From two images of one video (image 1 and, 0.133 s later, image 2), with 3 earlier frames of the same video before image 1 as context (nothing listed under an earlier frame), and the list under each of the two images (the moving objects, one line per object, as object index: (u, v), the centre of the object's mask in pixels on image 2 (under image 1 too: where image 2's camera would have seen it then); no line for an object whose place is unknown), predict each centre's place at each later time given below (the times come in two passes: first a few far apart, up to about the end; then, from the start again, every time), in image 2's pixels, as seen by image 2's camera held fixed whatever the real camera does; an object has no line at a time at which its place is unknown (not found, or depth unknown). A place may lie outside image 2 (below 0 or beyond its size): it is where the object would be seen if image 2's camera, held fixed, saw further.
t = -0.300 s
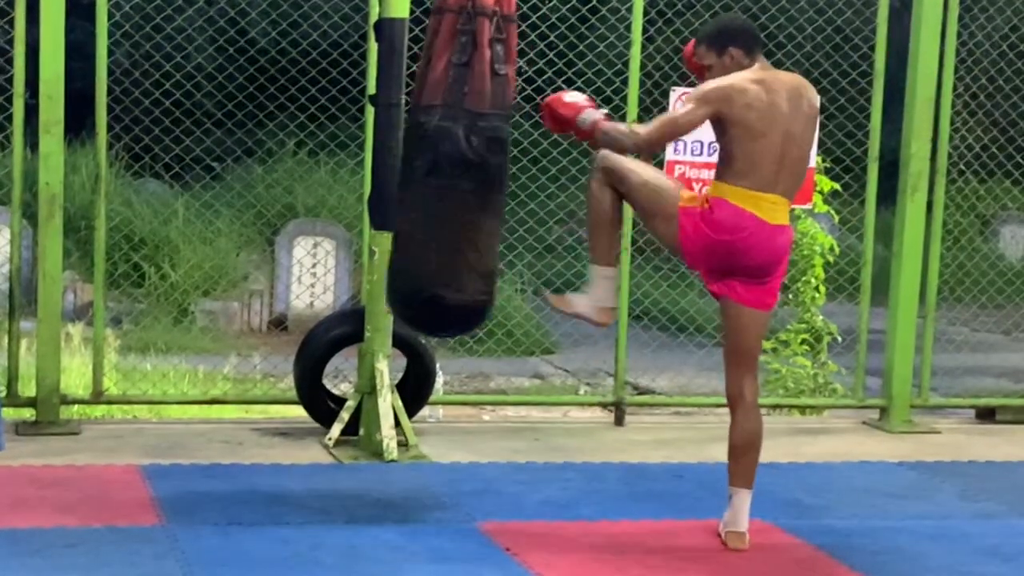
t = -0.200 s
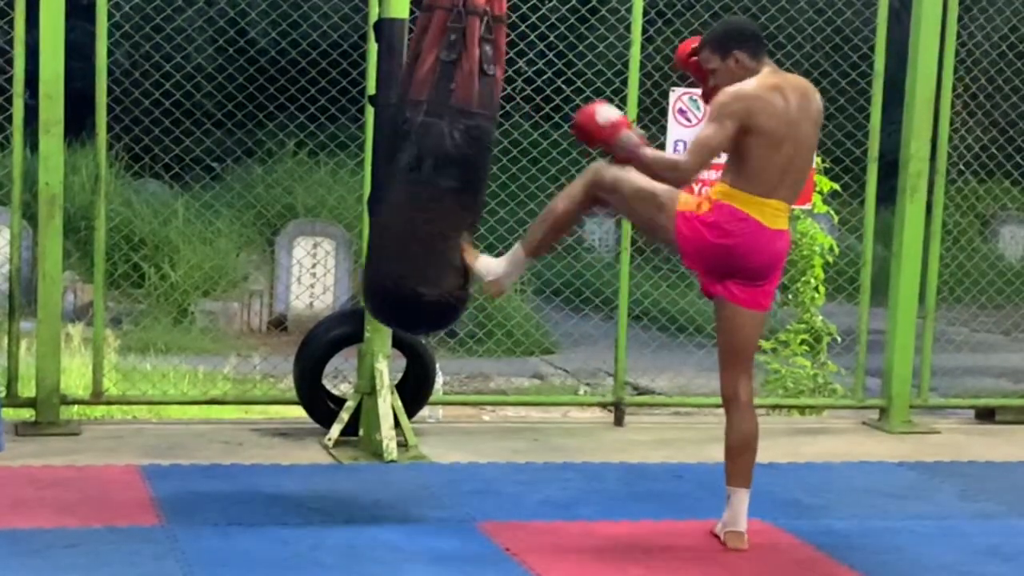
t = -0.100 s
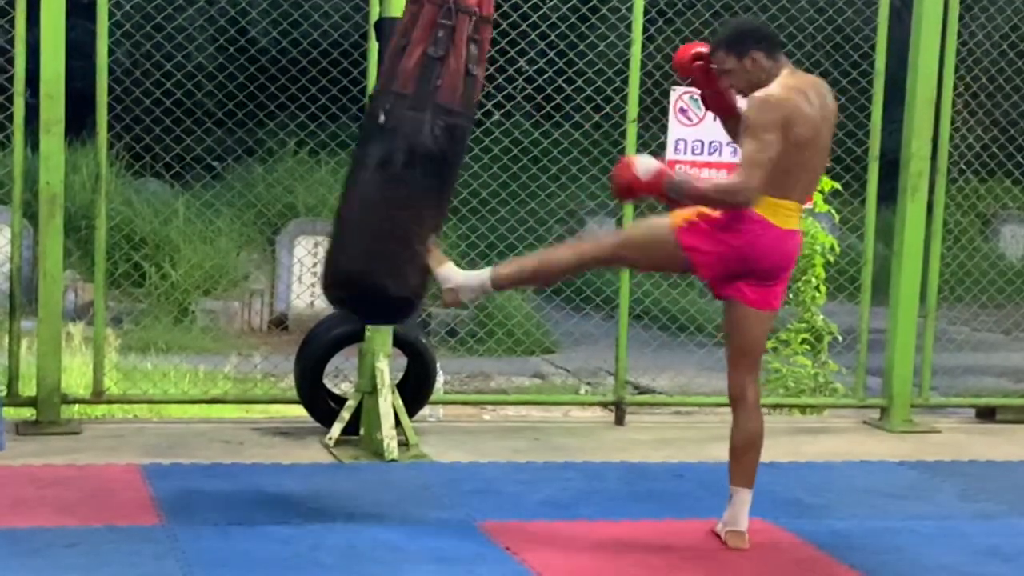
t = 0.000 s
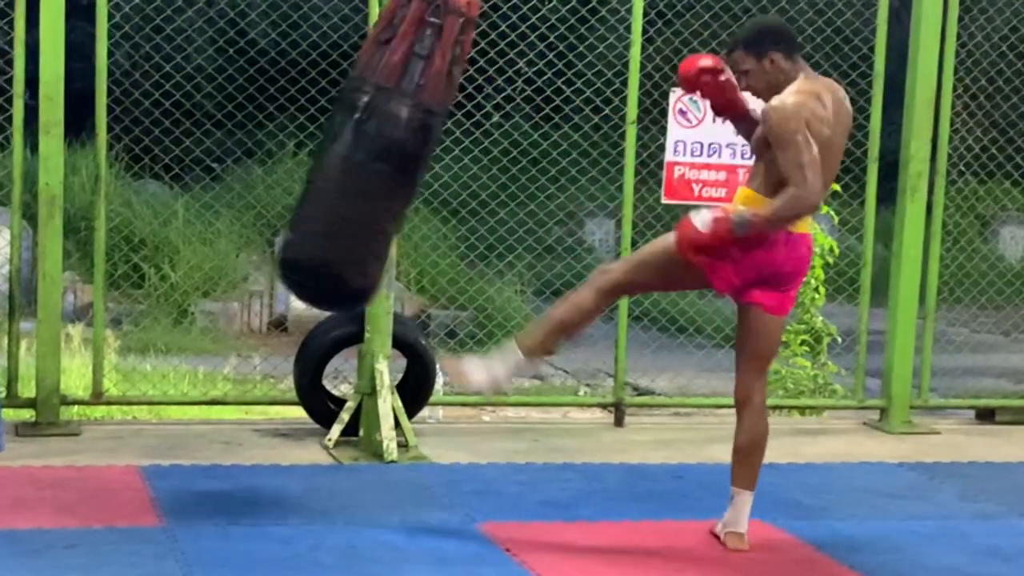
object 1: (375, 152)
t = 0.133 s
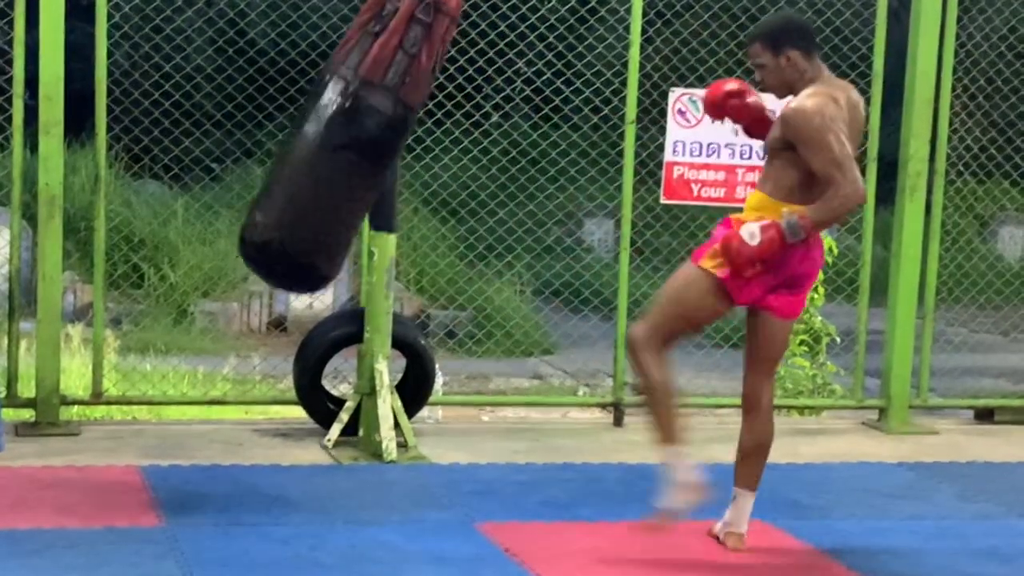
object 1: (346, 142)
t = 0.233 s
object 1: (335, 139)
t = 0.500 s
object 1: (359, 147)
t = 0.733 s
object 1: (429, 162)
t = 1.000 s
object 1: (532, 167)
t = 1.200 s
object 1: (594, 157)
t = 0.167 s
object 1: (341, 141)
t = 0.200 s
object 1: (338, 140)
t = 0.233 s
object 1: (335, 139)
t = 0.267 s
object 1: (334, 139)
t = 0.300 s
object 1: (335, 138)
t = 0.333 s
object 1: (336, 139)
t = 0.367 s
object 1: (338, 140)
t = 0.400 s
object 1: (342, 141)
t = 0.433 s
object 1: (347, 142)
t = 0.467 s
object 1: (352, 144)
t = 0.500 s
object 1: (359, 147)
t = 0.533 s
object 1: (367, 149)
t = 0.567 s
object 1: (376, 151)
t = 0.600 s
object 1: (385, 154)
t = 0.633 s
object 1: (395, 156)
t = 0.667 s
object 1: (406, 158)
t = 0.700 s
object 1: (417, 161)
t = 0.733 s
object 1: (429, 162)
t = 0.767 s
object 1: (443, 164)
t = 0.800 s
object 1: (456, 165)
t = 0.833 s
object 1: (468, 167)
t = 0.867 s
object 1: (481, 168)
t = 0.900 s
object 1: (494, 168)
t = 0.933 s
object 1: (507, 168)
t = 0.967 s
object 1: (520, 167)
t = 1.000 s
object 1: (532, 167)
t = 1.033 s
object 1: (544, 166)
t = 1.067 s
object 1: (556, 164)
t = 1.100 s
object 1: (567, 162)
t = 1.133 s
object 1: (577, 161)
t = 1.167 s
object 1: (586, 158)
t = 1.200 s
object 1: (594, 157)
